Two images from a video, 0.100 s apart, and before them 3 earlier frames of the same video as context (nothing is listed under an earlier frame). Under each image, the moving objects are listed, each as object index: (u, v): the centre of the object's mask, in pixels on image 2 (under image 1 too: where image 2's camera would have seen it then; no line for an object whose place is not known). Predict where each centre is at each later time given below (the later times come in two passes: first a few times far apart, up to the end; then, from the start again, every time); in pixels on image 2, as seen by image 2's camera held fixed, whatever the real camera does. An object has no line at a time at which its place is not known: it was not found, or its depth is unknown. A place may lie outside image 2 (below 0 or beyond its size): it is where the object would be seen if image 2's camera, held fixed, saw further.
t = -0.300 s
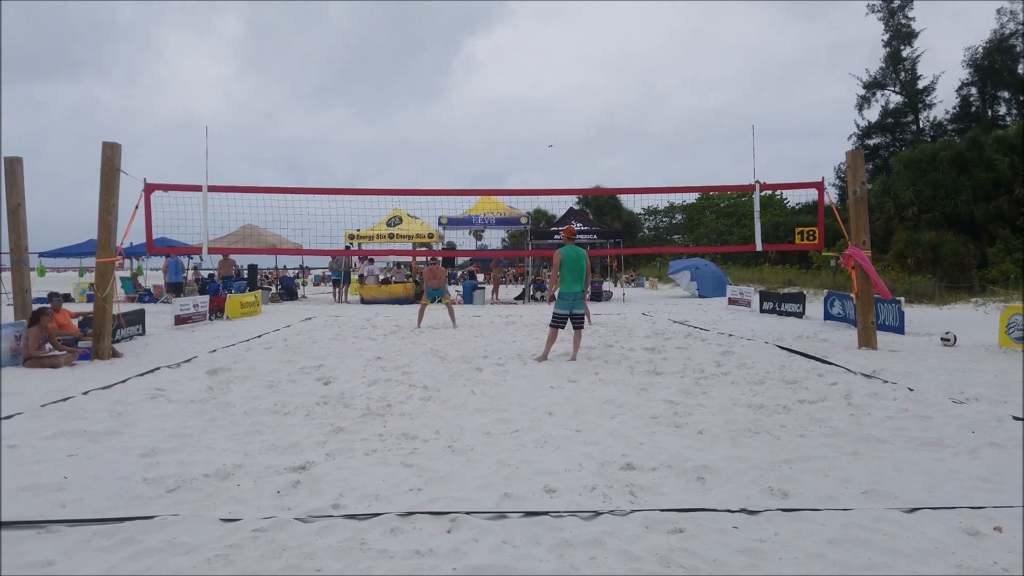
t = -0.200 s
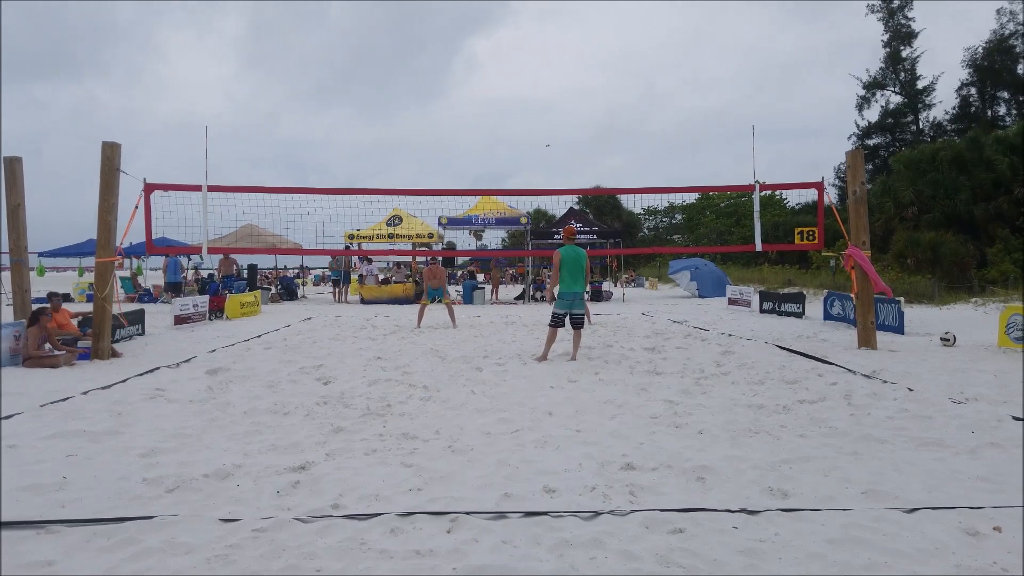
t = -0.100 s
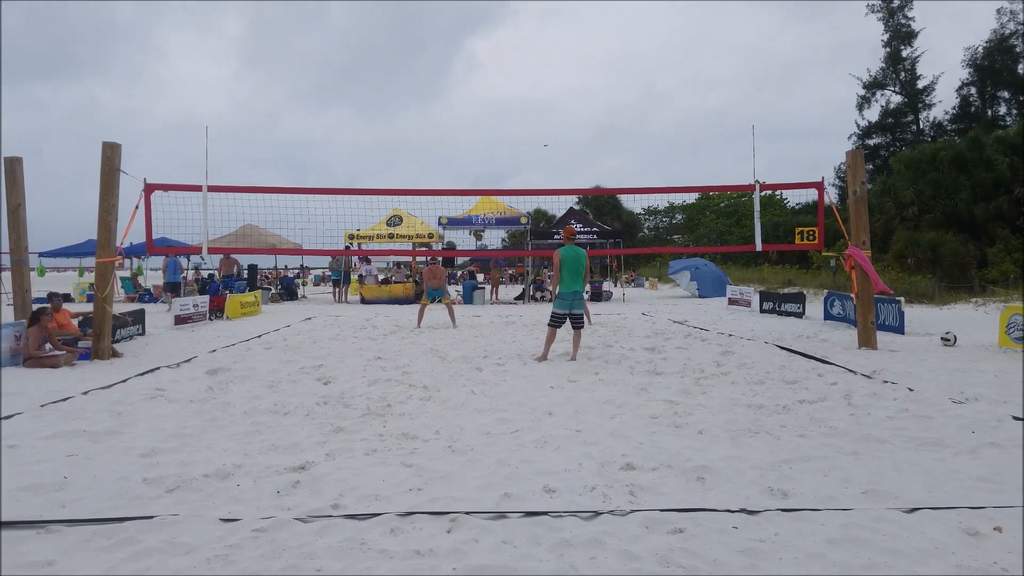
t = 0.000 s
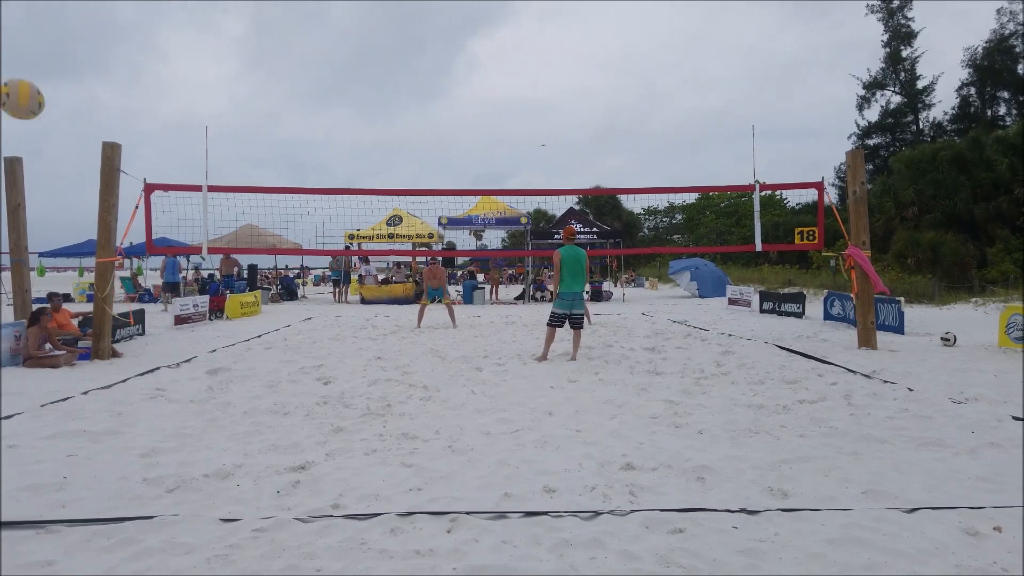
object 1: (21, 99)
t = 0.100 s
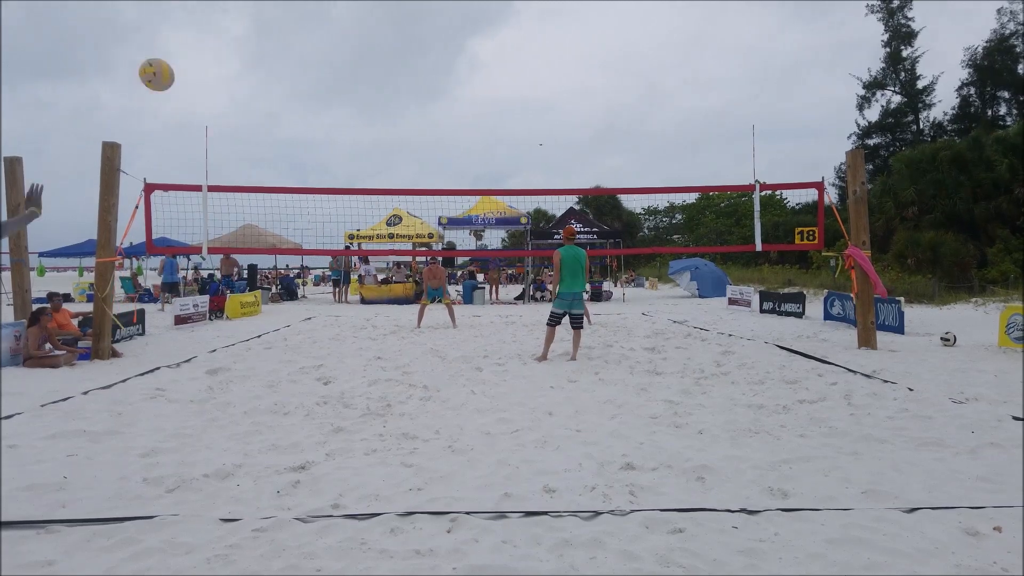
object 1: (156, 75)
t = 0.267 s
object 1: (294, 77)
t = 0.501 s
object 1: (399, 120)
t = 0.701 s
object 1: (454, 169)
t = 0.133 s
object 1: (190, 72)
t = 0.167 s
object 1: (221, 71)
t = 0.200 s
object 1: (248, 71)
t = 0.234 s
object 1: (272, 73)
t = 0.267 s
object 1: (294, 77)
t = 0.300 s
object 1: (314, 81)
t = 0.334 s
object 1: (331, 86)
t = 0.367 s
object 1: (348, 92)
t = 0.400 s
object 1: (362, 98)
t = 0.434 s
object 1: (376, 105)
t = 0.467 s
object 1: (388, 112)
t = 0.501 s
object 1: (399, 120)
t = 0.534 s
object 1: (410, 127)
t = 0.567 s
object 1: (420, 136)
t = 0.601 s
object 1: (429, 144)
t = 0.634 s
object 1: (438, 152)
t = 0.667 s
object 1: (446, 161)
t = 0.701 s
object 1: (454, 169)
